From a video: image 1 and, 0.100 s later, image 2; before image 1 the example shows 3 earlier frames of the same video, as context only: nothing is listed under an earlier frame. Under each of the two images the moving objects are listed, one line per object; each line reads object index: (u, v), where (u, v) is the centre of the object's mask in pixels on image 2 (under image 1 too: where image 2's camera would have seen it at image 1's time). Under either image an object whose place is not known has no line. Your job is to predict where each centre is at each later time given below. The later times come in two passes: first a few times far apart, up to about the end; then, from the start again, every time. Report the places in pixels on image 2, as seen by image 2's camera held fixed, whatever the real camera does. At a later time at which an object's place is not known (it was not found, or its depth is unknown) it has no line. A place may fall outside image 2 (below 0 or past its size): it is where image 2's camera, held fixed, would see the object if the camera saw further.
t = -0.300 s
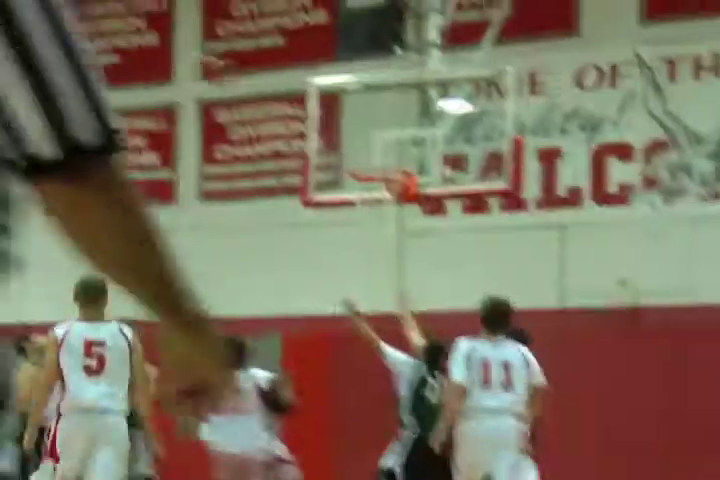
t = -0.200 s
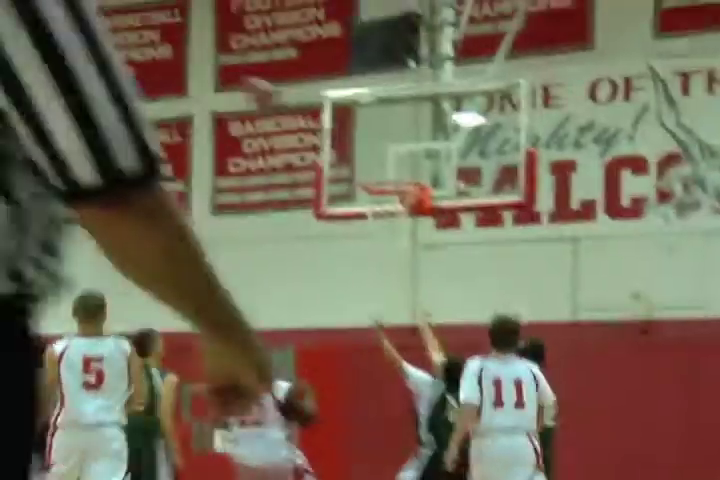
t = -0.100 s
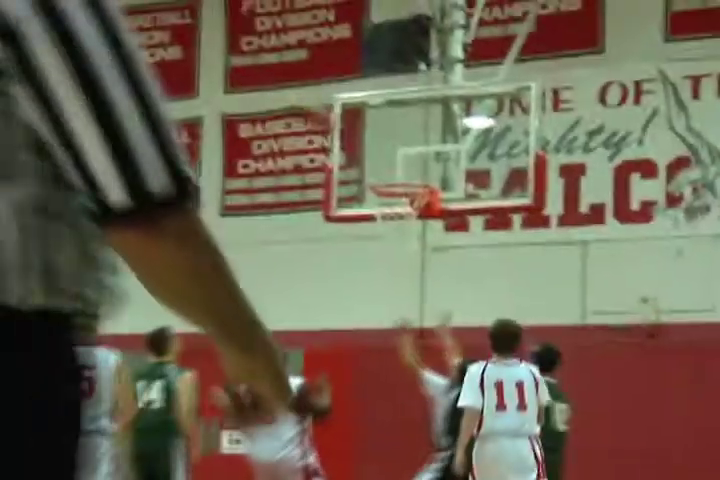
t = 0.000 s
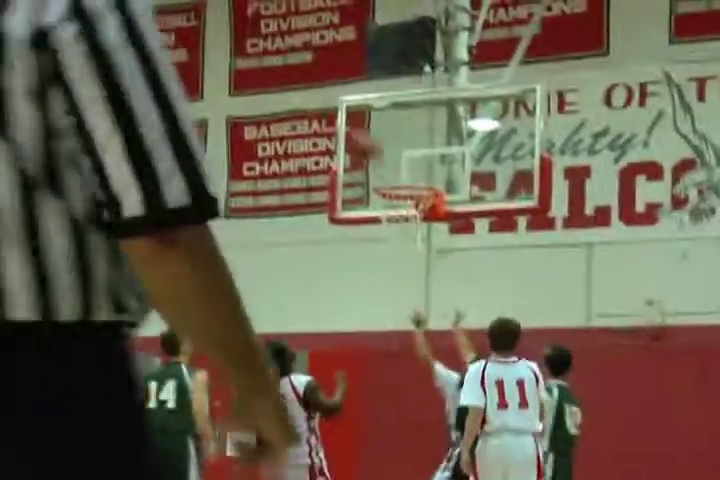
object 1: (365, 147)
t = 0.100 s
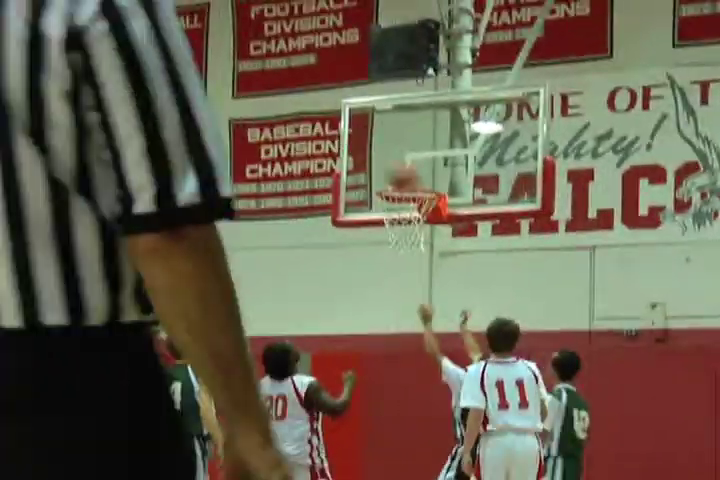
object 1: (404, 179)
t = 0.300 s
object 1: (398, 229)
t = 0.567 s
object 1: (375, 240)
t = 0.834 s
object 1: (354, 296)
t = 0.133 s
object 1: (426, 203)
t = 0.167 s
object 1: (425, 205)
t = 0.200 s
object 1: (415, 207)
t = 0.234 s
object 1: (407, 218)
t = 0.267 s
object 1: (401, 228)
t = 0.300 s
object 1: (398, 229)
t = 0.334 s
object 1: (396, 230)
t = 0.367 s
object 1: (391, 230)
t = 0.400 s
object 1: (387, 230)
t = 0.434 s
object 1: (384, 231)
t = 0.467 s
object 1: (383, 232)
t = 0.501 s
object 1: (381, 235)
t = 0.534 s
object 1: (377, 238)
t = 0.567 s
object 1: (375, 240)
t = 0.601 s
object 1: (374, 242)
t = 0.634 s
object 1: (371, 251)
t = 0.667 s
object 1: (367, 258)
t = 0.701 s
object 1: (365, 264)
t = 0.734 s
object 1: (364, 268)
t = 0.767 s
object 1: (360, 277)
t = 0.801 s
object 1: (357, 289)
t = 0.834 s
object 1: (354, 296)
